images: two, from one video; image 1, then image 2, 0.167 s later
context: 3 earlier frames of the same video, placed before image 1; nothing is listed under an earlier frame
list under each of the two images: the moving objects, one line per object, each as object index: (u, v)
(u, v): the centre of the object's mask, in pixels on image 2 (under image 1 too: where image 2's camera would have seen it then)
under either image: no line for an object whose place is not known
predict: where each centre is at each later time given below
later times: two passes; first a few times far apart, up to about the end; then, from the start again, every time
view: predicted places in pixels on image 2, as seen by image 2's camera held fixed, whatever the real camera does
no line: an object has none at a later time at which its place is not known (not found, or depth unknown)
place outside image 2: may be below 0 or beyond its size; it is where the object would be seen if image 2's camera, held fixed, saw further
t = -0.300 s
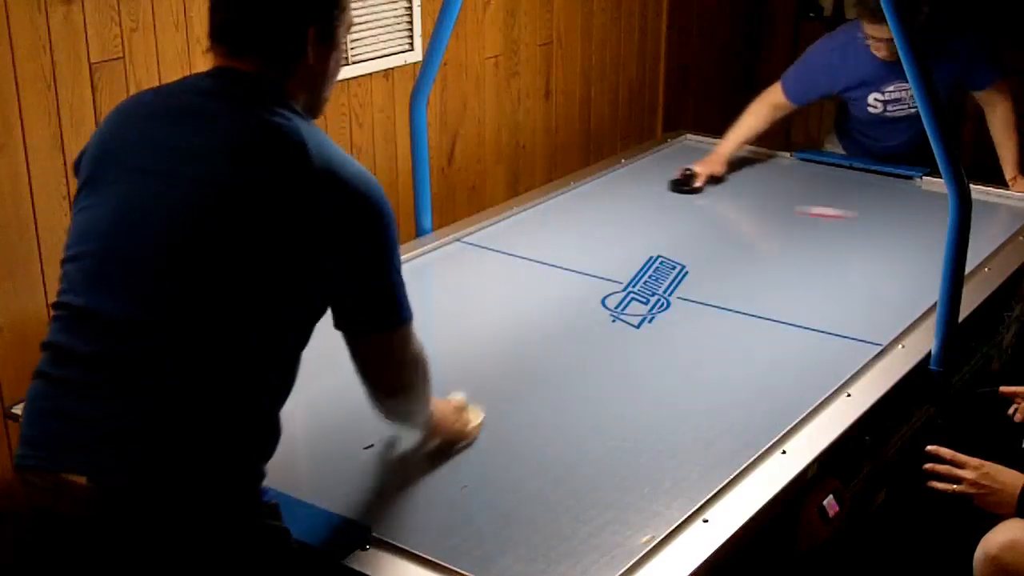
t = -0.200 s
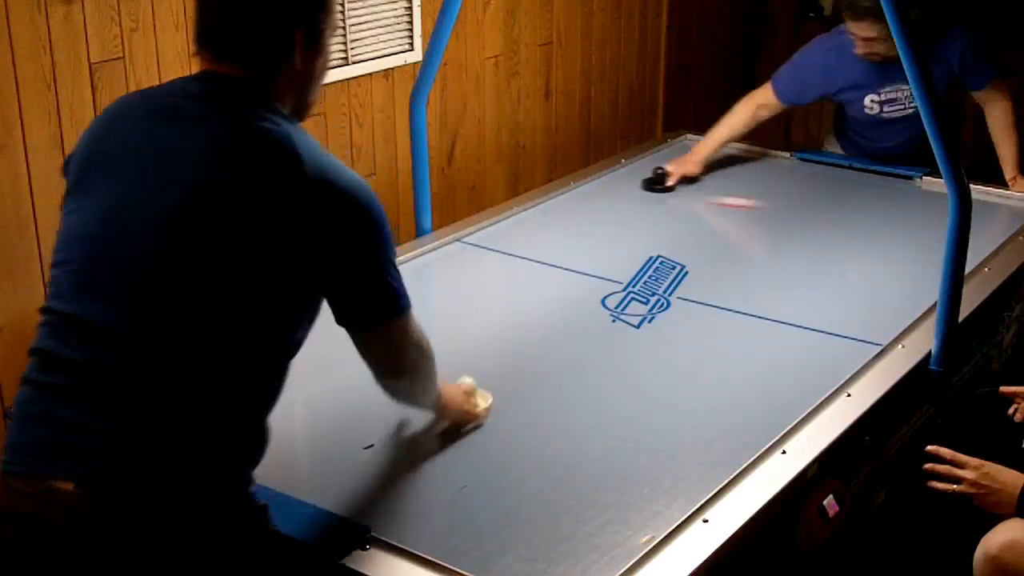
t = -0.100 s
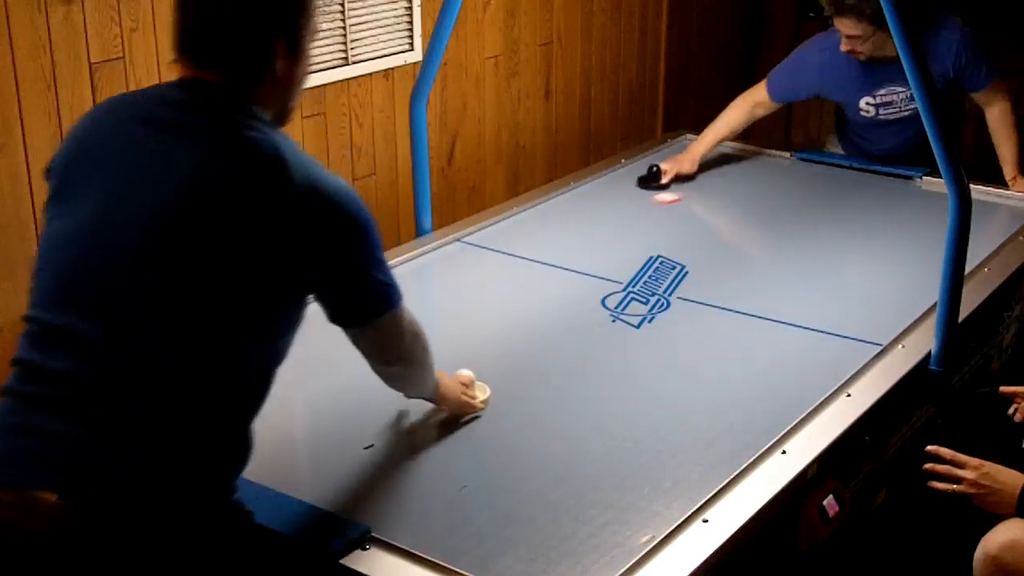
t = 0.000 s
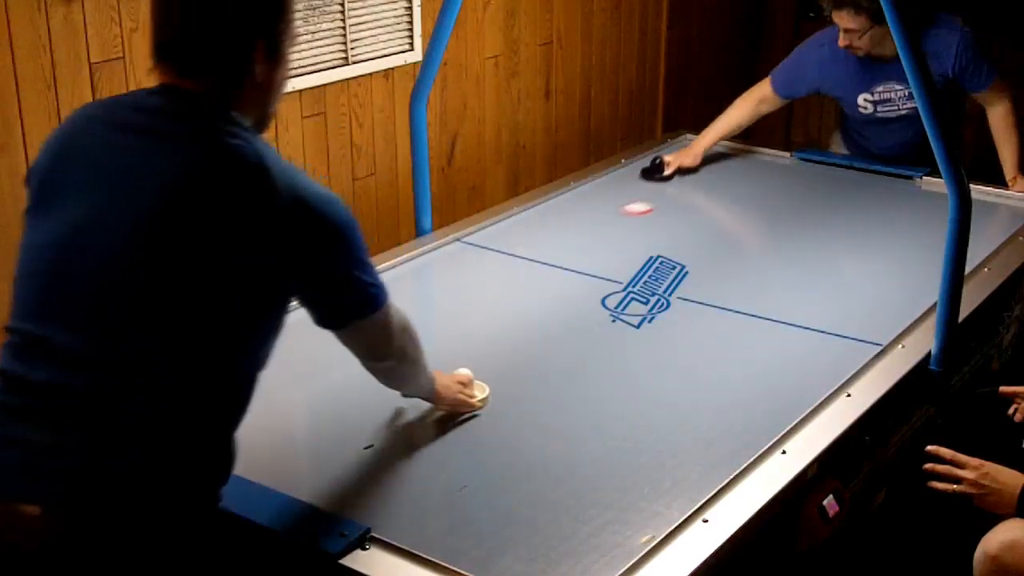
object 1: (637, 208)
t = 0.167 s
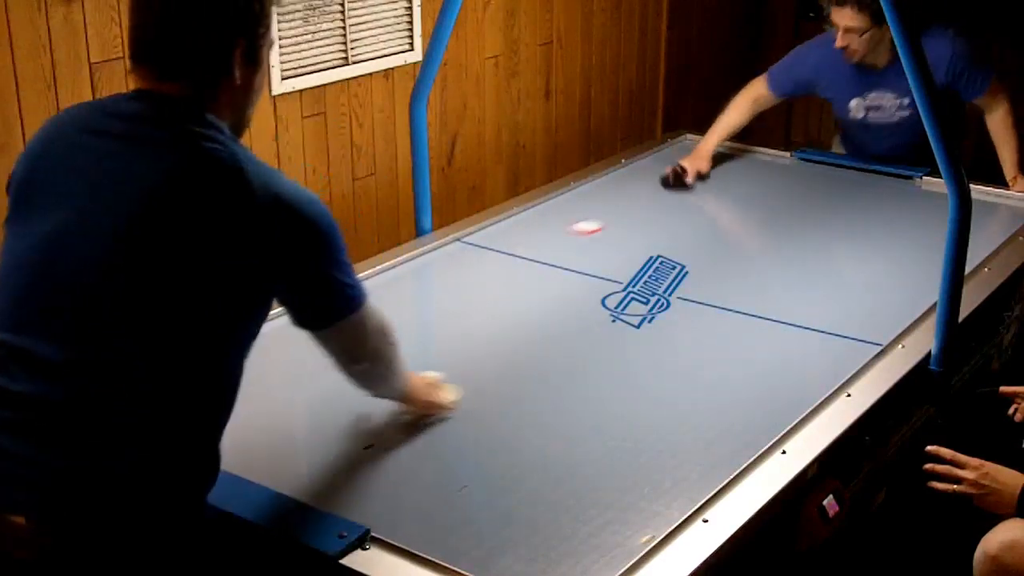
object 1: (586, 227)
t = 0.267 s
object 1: (555, 239)
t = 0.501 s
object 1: (473, 271)
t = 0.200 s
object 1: (576, 231)
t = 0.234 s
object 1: (565, 235)
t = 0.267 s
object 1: (555, 239)
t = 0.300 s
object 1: (544, 243)
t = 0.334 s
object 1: (533, 248)
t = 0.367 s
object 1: (520, 252)
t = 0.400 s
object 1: (508, 257)
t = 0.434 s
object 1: (497, 261)
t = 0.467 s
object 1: (485, 266)
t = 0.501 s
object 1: (473, 271)
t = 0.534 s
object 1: (461, 276)
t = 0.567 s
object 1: (447, 281)
